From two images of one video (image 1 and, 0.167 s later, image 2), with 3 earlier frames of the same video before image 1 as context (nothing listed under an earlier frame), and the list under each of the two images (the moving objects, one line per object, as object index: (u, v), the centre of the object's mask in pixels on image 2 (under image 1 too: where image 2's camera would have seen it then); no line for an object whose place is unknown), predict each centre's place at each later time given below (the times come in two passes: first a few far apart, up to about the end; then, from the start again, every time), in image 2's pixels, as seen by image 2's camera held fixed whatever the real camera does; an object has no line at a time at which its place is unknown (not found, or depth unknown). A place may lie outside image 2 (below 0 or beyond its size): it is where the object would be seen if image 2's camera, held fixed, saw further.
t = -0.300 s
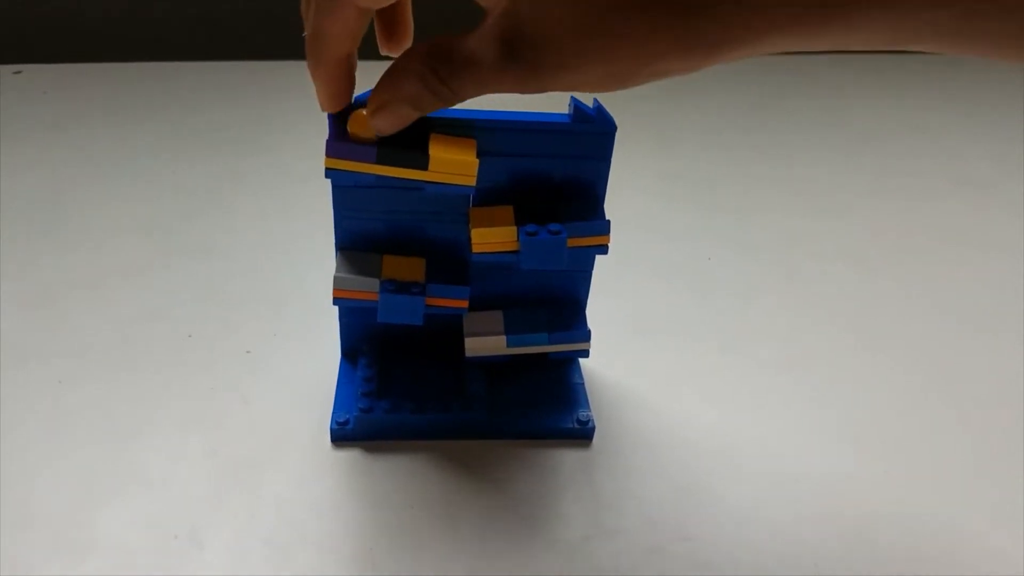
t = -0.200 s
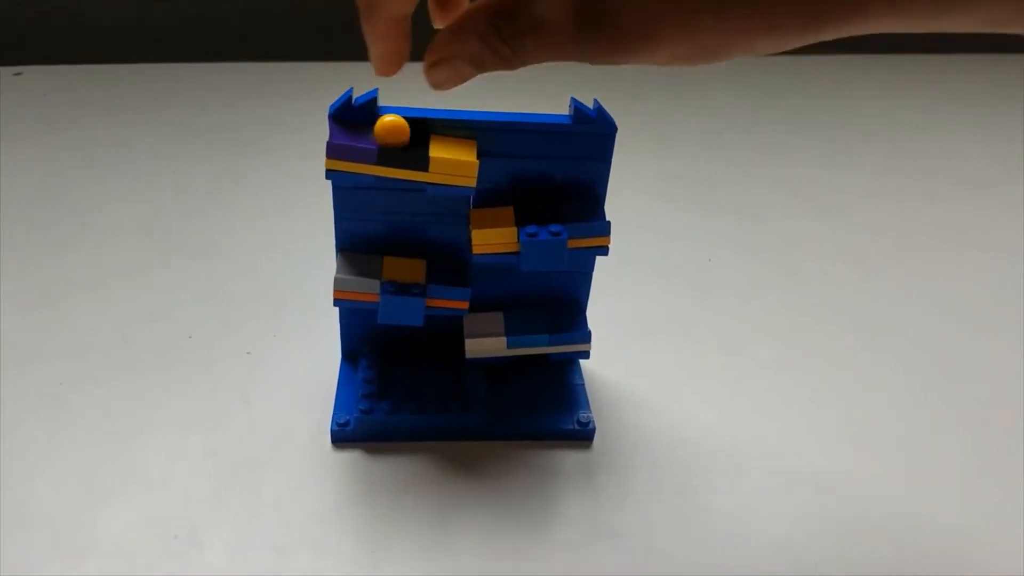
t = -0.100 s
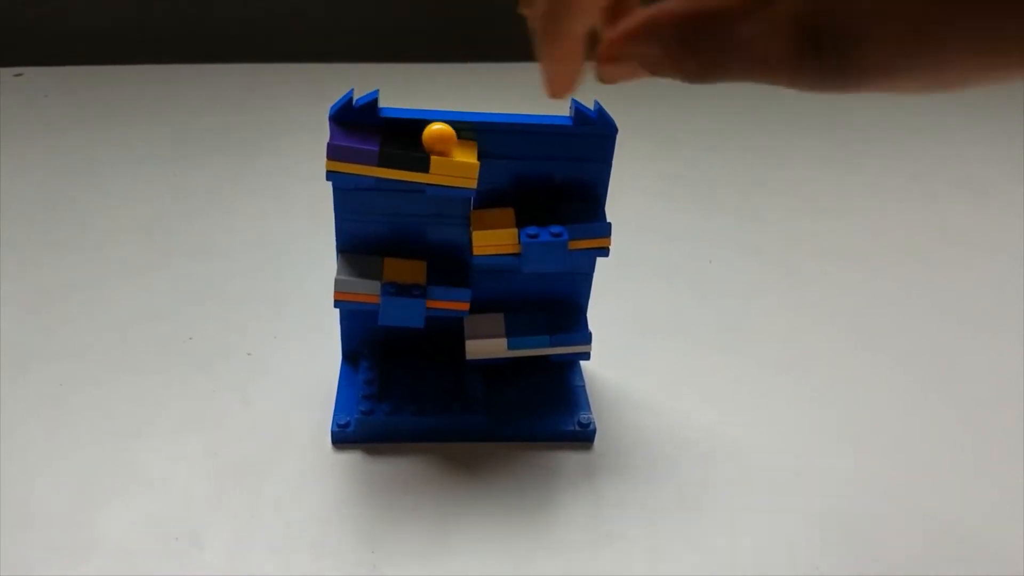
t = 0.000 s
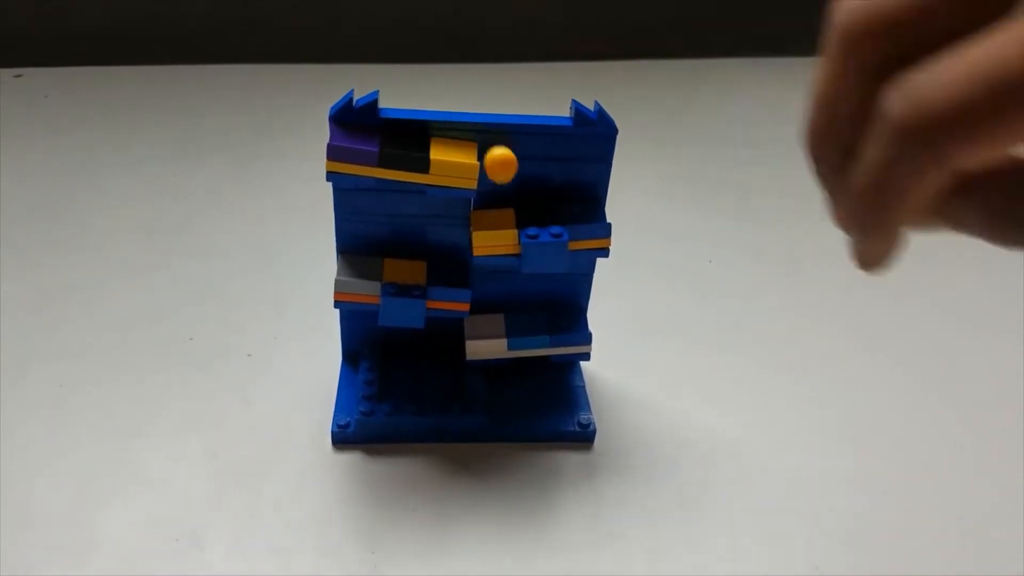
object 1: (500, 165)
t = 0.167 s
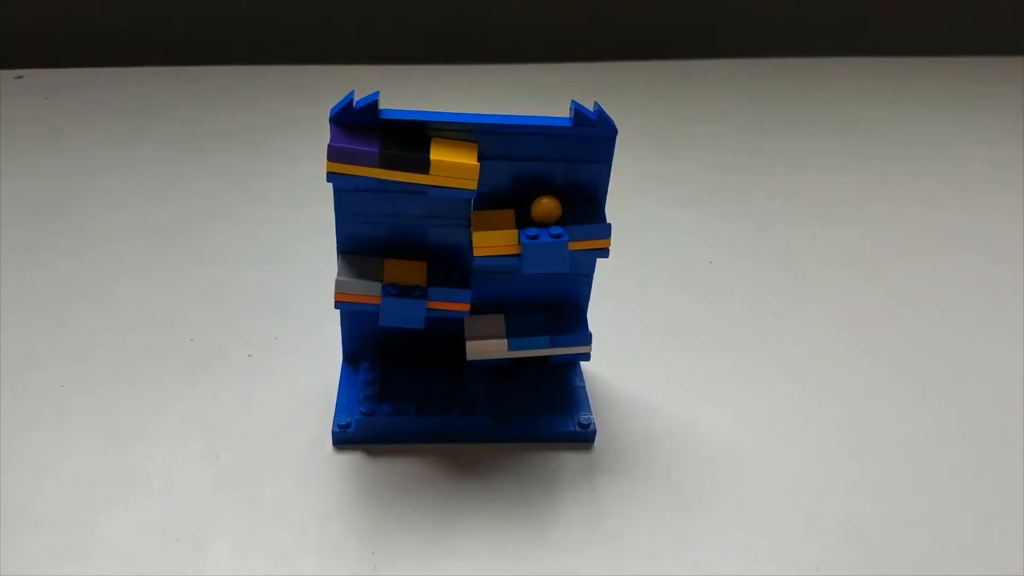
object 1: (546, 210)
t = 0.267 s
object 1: (538, 211)
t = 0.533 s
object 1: (446, 245)
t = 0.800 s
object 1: (480, 278)
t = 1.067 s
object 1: (524, 321)
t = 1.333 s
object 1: (473, 326)
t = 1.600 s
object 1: (405, 369)
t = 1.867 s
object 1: (425, 371)
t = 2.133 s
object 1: (449, 375)
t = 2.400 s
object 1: (447, 379)
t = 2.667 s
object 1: (451, 375)
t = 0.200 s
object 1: (545, 206)
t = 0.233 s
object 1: (542, 209)
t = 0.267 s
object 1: (538, 211)
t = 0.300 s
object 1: (532, 212)
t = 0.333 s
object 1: (524, 213)
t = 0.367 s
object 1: (515, 214)
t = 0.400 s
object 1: (504, 215)
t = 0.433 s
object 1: (490, 214)
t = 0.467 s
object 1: (477, 216)
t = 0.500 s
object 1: (461, 220)
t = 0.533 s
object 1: (446, 245)
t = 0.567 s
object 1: (434, 270)
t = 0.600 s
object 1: (428, 271)
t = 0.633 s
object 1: (431, 274)
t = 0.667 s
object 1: (440, 272)
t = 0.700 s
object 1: (448, 272)
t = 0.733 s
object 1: (457, 270)
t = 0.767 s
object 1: (468, 274)
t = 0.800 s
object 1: (480, 278)
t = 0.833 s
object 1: (492, 300)
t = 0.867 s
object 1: (501, 316)
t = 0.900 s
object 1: (509, 322)
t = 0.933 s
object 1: (515, 322)
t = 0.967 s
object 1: (520, 322)
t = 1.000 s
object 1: (523, 321)
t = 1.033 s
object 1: (524, 322)
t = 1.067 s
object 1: (524, 321)
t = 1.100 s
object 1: (523, 321)
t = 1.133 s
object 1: (520, 321)
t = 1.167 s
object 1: (516, 322)
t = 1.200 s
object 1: (510, 322)
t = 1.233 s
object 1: (502, 323)
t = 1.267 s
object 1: (493, 323)
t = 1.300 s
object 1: (483, 325)
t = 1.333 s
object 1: (473, 326)
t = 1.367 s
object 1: (459, 329)
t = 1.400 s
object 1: (444, 344)
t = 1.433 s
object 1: (431, 356)
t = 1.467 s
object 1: (418, 356)
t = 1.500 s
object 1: (405, 364)
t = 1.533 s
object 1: (398, 368)
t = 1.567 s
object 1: (402, 369)
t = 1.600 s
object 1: (405, 369)
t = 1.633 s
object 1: (409, 369)
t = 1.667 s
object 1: (413, 369)
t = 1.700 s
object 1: (416, 369)
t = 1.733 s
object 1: (419, 370)
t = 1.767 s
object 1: (421, 370)
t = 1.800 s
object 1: (423, 371)
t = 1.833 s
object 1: (424, 371)
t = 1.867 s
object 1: (425, 371)
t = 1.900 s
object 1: (426, 372)
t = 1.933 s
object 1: (428, 371)
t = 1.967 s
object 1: (431, 371)
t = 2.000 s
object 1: (434, 371)
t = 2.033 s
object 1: (438, 372)
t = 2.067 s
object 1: (441, 373)
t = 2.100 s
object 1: (445, 373)
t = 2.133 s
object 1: (449, 375)
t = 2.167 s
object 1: (450, 376)
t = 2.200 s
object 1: (449, 376)
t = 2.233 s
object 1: (449, 377)
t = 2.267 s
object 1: (448, 378)
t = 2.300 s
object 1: (447, 379)
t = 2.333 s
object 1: (448, 379)
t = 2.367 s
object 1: (447, 379)
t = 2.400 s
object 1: (447, 379)
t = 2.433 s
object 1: (448, 379)
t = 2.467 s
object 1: (448, 378)
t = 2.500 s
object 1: (449, 378)
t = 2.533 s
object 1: (449, 378)
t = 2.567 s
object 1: (450, 377)
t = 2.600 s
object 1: (450, 376)
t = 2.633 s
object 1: (450, 375)
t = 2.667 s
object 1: (451, 375)
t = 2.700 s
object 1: (451, 374)
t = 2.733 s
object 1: (451, 374)
